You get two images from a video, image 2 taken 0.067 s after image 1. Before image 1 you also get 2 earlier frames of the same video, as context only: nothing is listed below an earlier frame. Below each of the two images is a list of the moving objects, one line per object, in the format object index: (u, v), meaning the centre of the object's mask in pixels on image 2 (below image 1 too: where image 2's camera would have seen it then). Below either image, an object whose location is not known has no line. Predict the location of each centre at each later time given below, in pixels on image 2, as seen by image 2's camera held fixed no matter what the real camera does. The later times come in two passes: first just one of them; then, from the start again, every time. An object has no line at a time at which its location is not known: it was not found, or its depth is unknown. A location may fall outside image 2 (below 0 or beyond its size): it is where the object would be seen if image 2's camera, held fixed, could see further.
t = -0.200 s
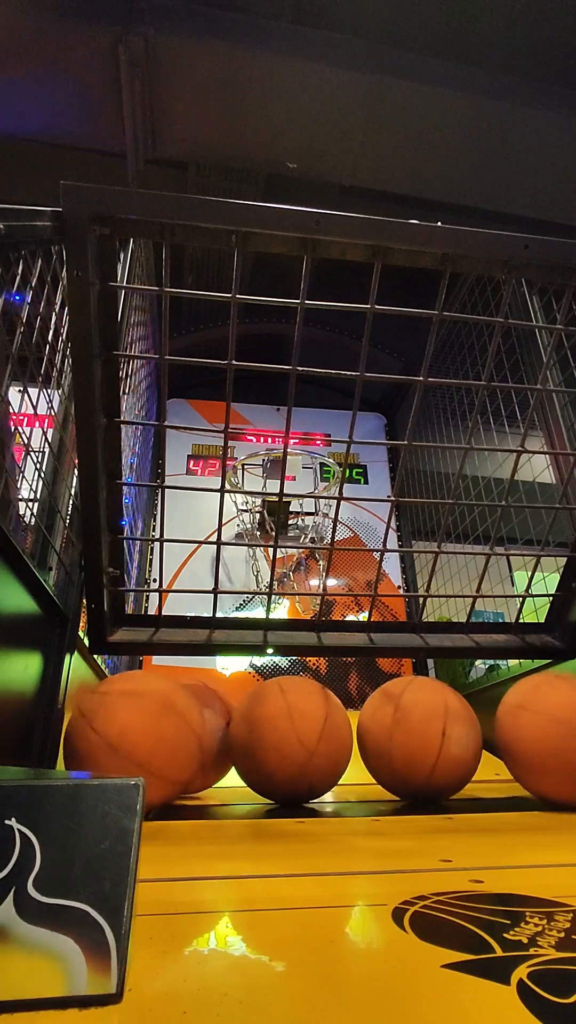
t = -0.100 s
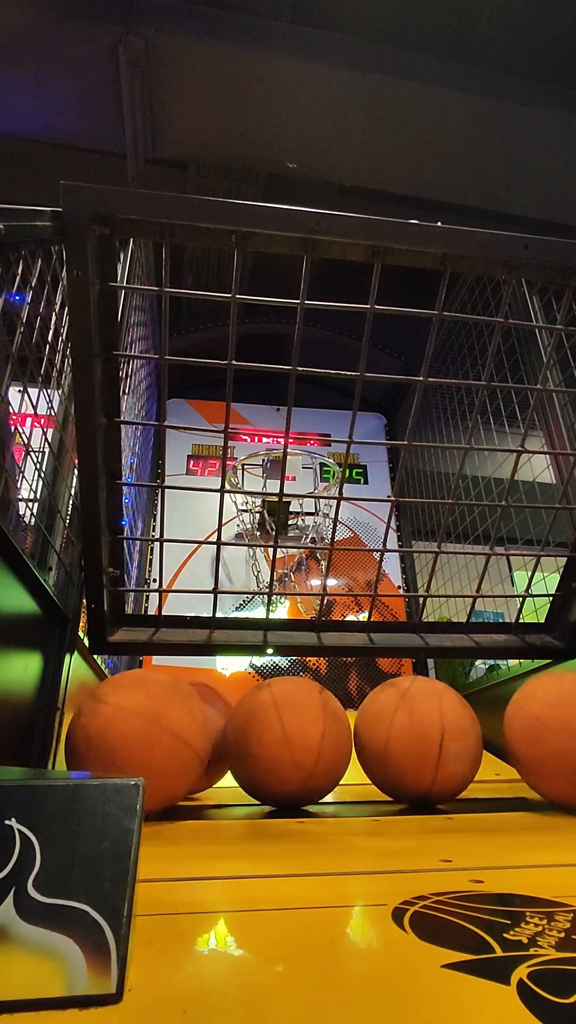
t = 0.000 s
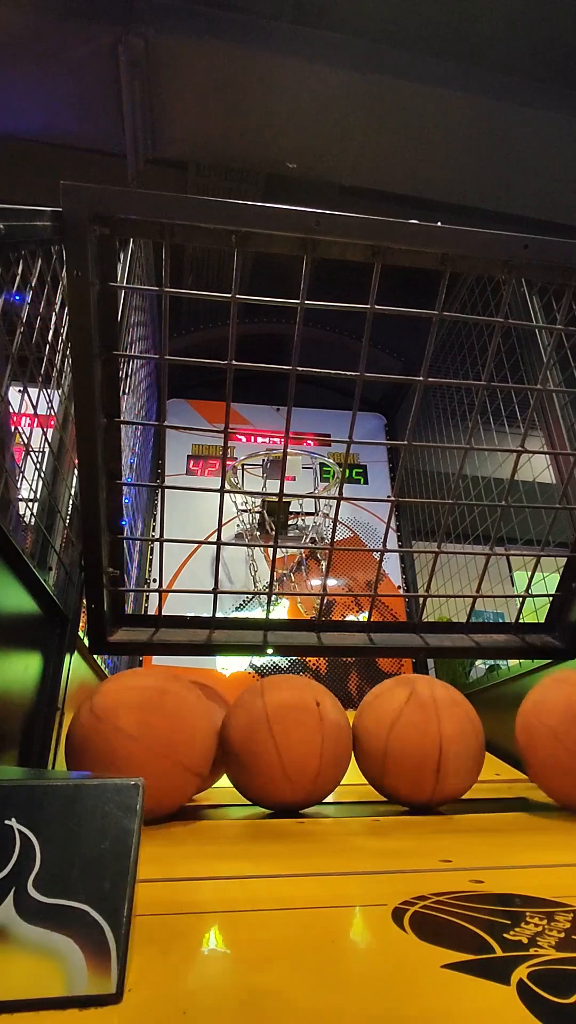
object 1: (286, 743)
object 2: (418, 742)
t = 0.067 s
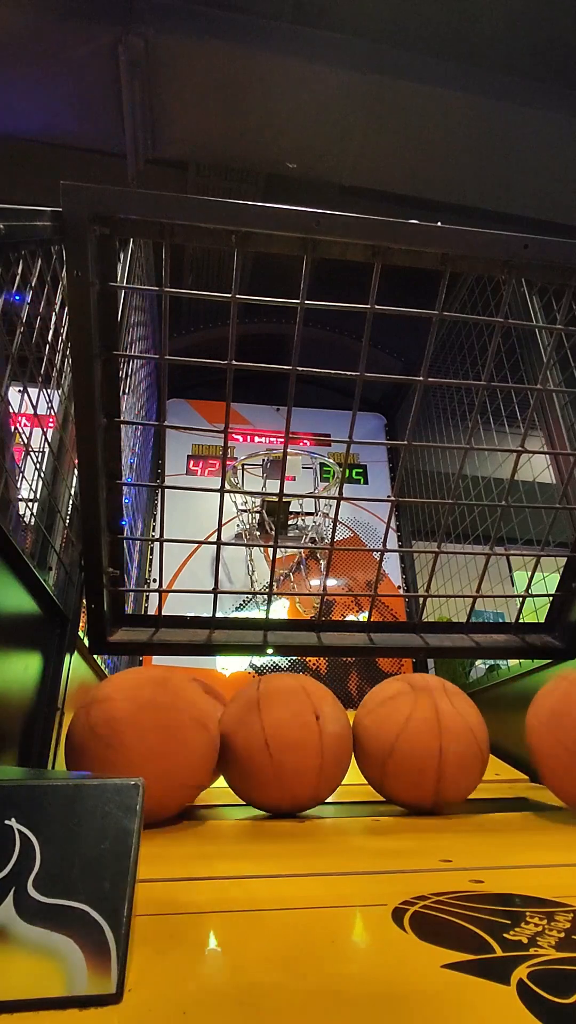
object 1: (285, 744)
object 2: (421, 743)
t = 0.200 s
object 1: (290, 739)
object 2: (433, 745)
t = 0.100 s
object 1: (285, 744)
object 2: (423, 743)
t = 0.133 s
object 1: (286, 743)
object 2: (425, 744)
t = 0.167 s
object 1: (288, 742)
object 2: (429, 745)
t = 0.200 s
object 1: (290, 739)
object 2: (433, 745)
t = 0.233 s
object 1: (292, 737)
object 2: (438, 746)
